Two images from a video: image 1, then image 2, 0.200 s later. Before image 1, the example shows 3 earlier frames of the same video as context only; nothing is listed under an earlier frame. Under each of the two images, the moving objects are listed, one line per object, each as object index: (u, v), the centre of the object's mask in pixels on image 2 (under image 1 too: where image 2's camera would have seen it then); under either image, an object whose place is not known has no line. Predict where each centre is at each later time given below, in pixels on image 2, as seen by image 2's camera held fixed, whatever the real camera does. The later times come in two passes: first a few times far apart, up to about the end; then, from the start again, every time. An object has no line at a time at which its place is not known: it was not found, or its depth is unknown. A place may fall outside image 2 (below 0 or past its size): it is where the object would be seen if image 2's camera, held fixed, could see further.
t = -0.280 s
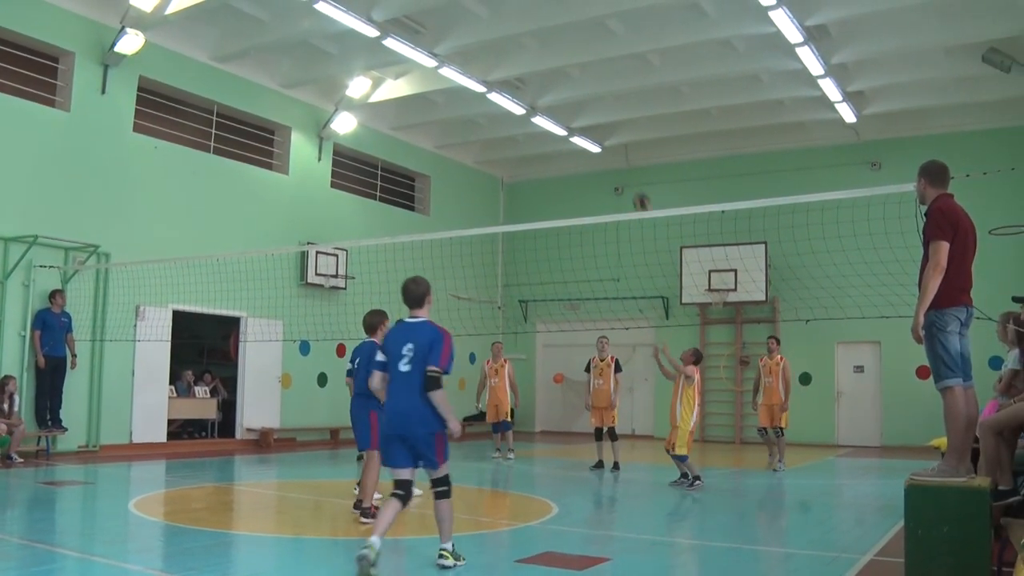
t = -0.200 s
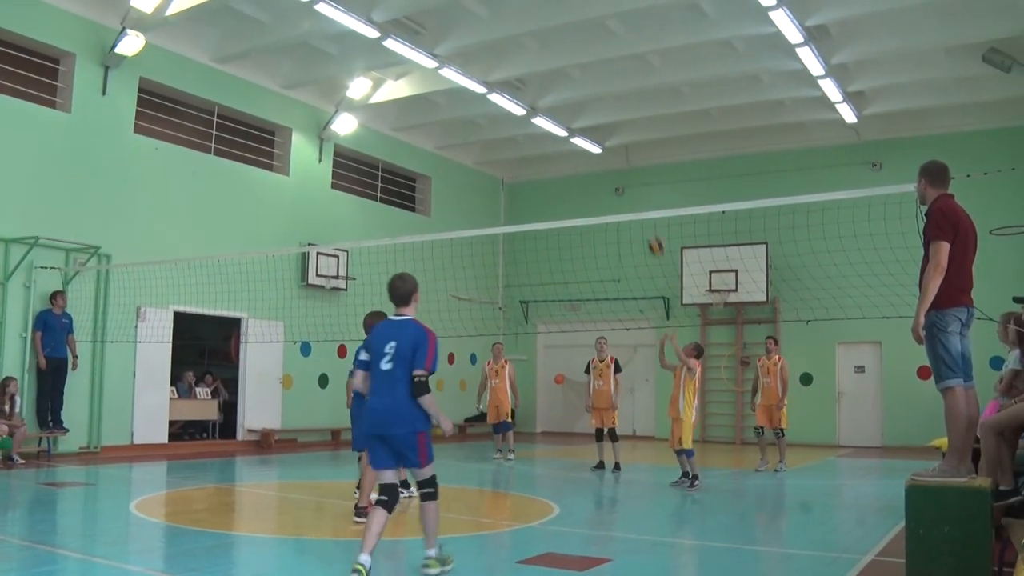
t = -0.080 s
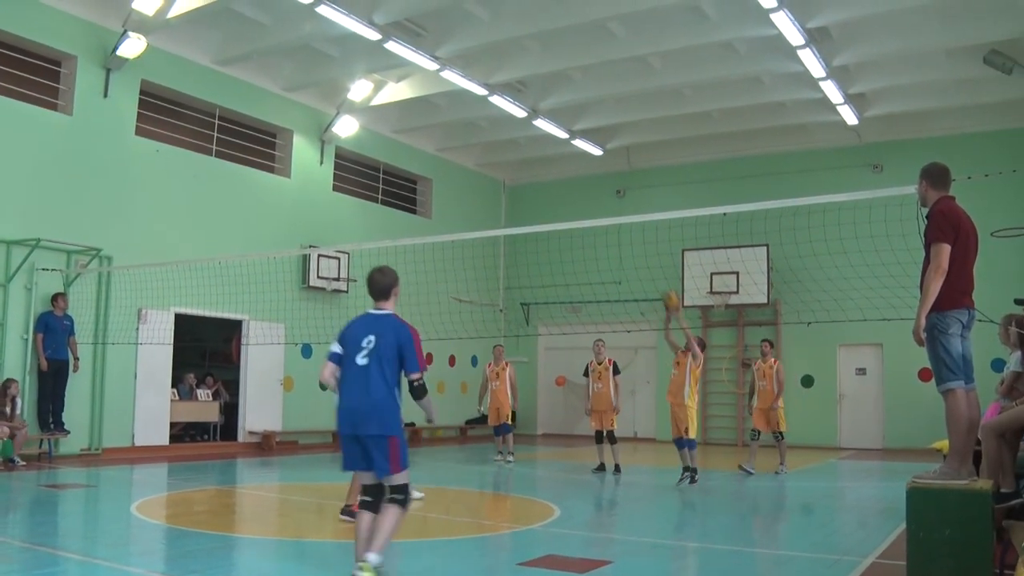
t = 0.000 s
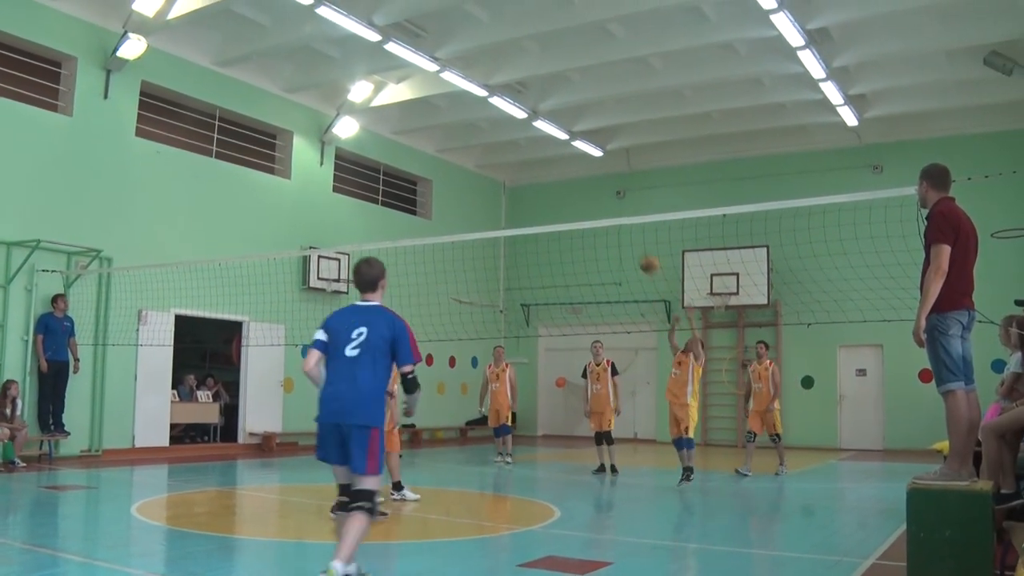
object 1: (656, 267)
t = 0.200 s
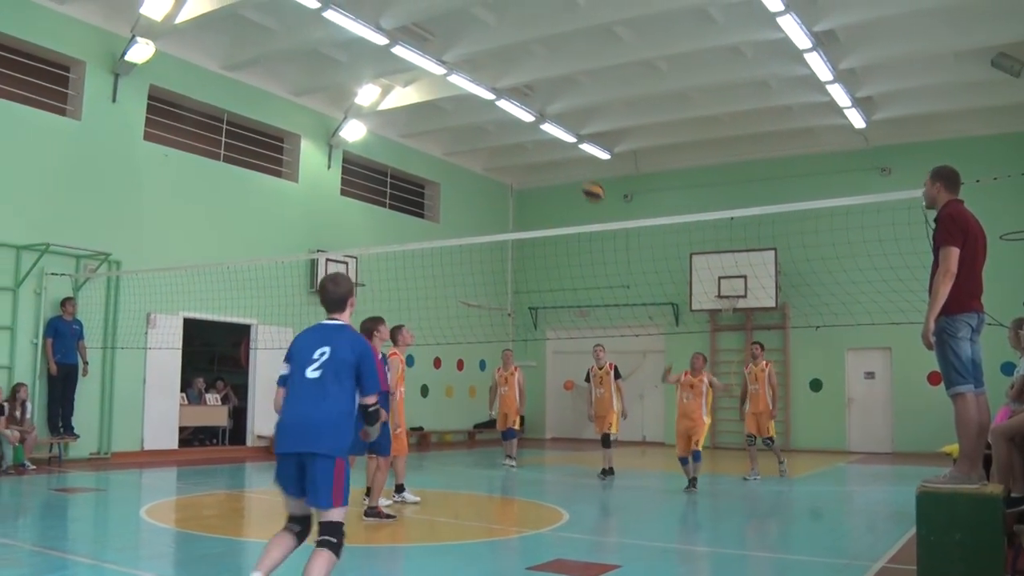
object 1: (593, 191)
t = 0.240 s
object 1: (579, 180)
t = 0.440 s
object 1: (505, 141)
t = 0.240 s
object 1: (579, 180)
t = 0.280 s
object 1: (566, 169)
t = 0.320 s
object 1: (551, 160)
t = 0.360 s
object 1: (536, 153)
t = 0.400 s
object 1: (520, 146)
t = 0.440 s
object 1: (505, 141)
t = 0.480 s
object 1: (486, 137)
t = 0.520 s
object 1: (470, 136)
